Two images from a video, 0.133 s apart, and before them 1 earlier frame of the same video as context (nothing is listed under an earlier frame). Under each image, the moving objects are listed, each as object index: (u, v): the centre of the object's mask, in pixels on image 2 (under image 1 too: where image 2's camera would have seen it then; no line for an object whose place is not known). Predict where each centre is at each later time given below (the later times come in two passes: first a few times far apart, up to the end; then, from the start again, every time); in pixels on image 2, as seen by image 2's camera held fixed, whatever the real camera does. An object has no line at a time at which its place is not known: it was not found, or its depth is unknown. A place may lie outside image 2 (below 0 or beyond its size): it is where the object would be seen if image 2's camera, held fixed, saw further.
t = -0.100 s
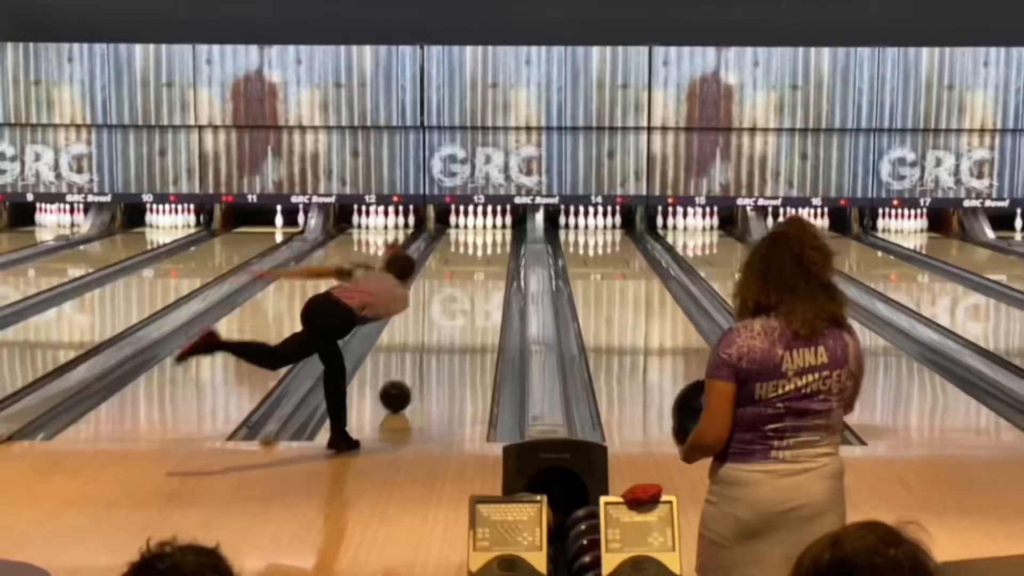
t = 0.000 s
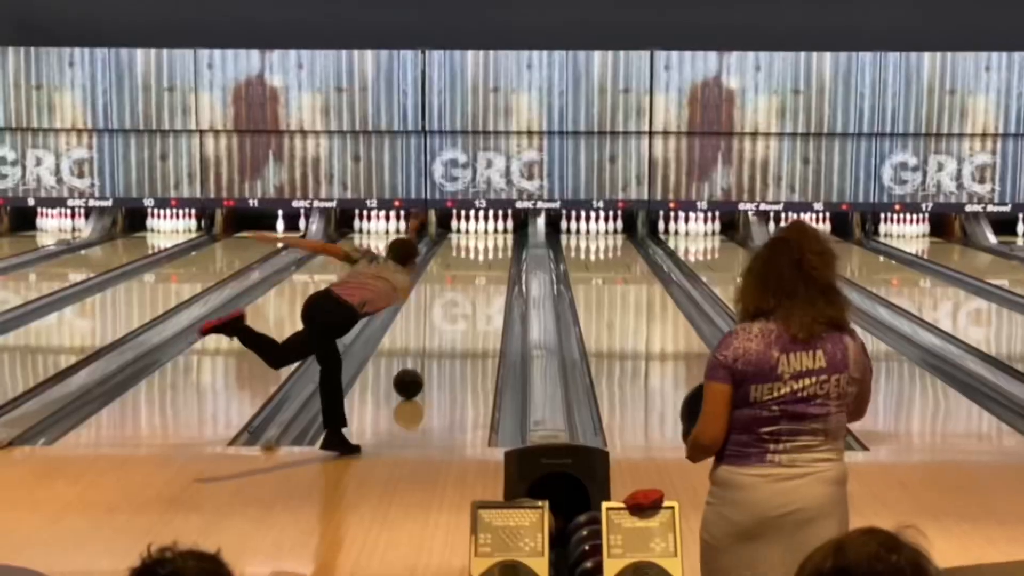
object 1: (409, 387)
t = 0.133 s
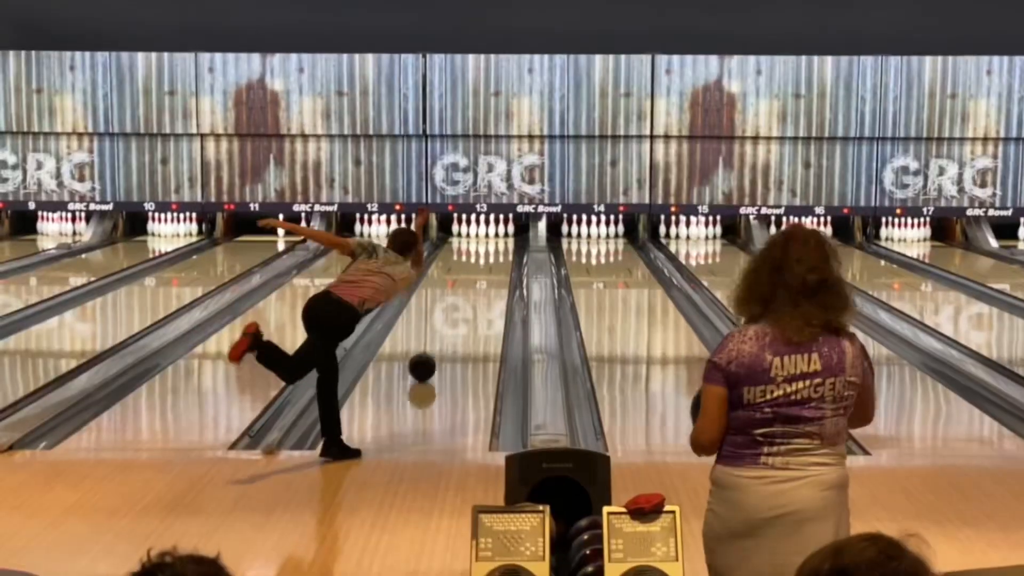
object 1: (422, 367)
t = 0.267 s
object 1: (433, 349)
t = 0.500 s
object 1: (448, 324)
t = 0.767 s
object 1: (462, 301)
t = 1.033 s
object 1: (472, 283)
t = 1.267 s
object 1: (478, 270)
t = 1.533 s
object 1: (482, 257)
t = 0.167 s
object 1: (425, 362)
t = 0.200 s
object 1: (428, 358)
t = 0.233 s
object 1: (430, 353)
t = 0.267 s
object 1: (433, 349)
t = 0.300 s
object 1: (435, 346)
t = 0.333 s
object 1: (438, 342)
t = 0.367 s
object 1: (440, 338)
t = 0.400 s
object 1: (442, 334)
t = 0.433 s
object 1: (444, 331)
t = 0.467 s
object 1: (447, 327)
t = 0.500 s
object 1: (448, 324)
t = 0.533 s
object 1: (451, 320)
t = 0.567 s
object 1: (452, 318)
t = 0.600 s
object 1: (454, 315)
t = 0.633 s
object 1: (456, 312)
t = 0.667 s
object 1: (457, 309)
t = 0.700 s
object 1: (459, 306)
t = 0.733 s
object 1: (461, 303)
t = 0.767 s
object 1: (462, 301)
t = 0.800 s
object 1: (463, 298)
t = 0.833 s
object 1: (465, 296)
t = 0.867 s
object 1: (466, 293)
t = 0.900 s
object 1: (467, 291)
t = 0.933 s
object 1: (468, 289)
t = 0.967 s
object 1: (470, 287)
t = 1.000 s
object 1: (470, 285)
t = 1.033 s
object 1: (472, 283)
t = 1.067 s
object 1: (473, 281)
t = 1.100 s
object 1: (474, 279)
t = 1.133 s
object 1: (475, 277)
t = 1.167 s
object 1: (476, 275)
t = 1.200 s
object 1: (477, 273)
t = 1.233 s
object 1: (477, 271)
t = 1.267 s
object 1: (478, 270)
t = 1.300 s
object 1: (479, 268)
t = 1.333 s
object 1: (480, 266)
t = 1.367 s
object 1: (480, 265)
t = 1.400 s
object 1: (481, 263)
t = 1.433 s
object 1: (481, 262)
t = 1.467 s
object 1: (482, 260)
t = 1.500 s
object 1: (482, 259)
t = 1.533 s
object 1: (482, 257)
